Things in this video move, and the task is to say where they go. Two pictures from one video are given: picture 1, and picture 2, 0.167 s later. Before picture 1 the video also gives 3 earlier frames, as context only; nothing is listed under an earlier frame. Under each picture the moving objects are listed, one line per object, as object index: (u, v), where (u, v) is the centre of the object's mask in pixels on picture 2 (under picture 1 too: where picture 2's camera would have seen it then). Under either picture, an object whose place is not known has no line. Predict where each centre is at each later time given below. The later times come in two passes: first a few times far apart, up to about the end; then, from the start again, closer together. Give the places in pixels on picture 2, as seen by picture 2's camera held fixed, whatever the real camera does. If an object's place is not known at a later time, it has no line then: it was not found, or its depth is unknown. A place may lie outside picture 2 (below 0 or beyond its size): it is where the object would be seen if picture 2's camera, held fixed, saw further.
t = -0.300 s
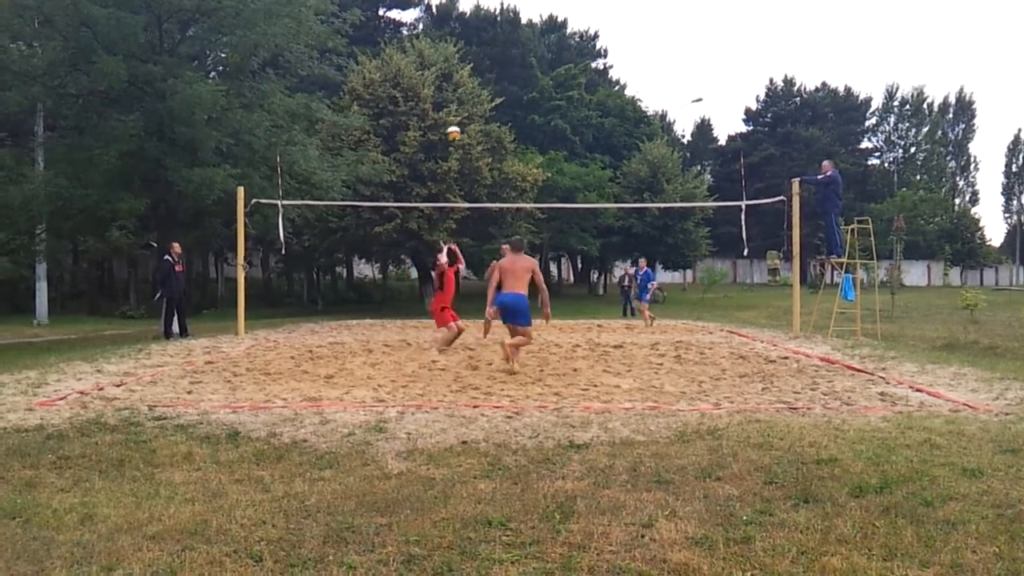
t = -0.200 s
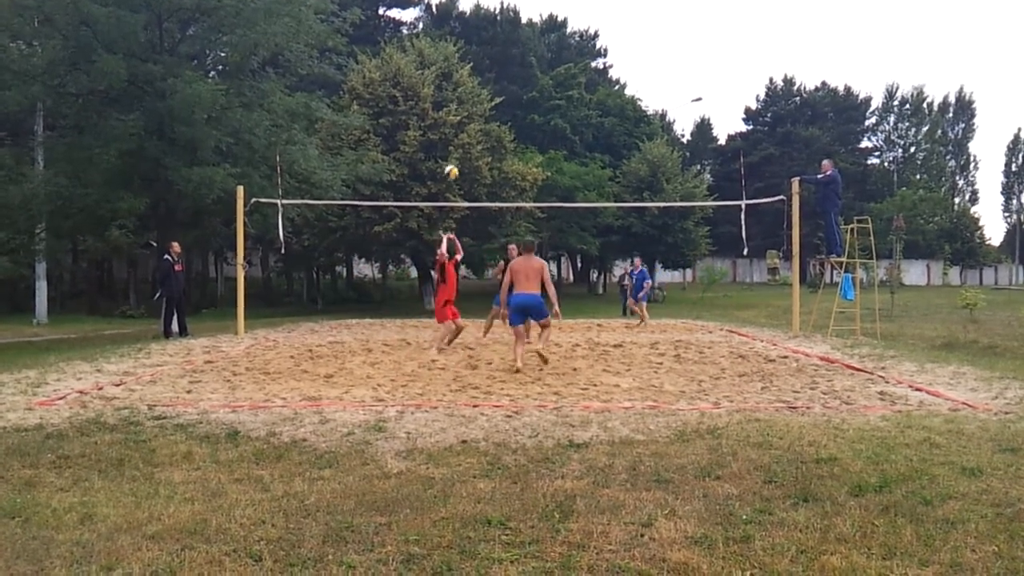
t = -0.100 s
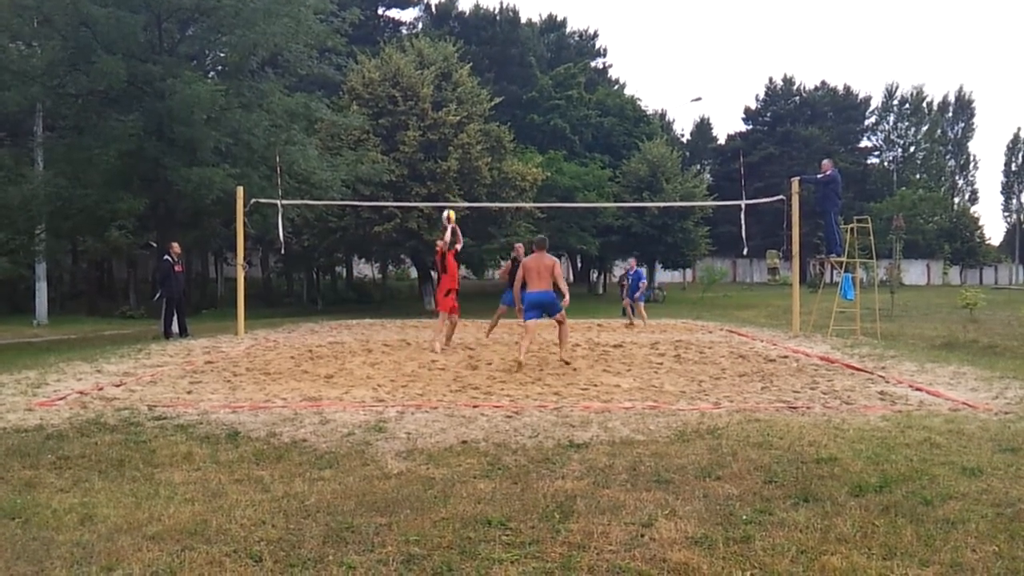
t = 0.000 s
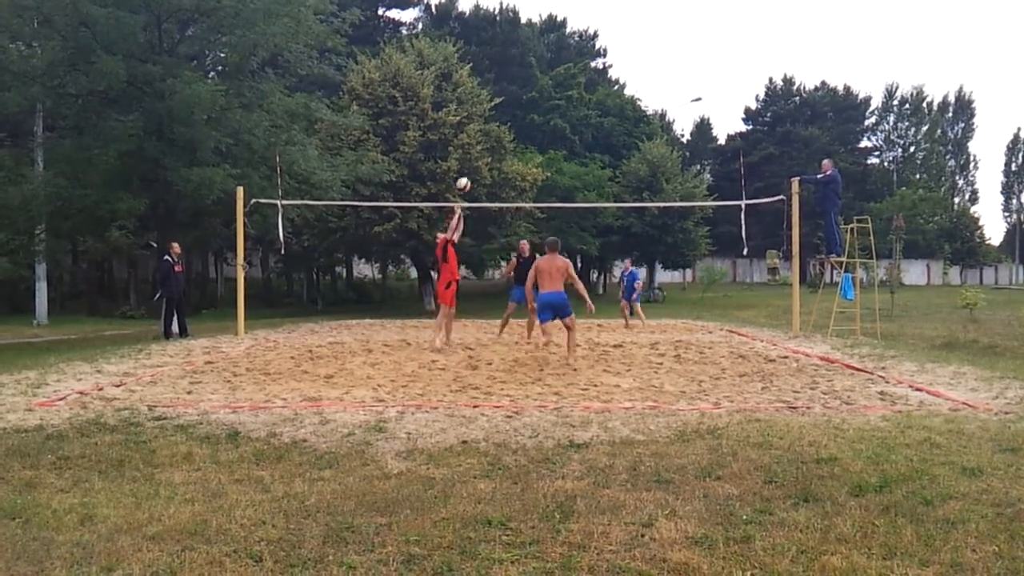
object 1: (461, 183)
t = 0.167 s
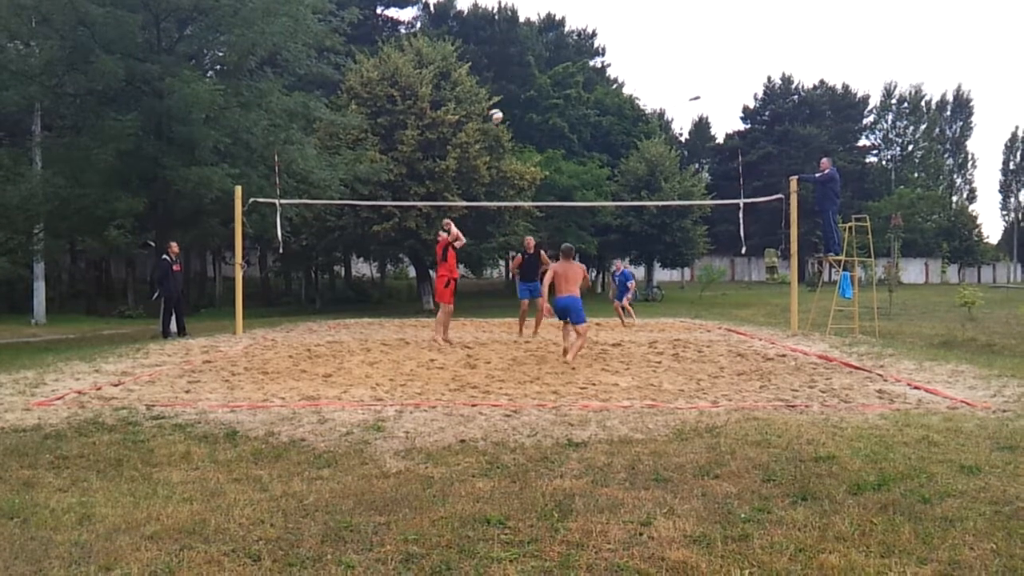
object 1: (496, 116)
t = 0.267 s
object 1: (514, 84)
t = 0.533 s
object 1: (566, 33)
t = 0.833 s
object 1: (617, 34)
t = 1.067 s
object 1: (655, 71)
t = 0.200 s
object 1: (502, 104)
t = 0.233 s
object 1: (508, 94)
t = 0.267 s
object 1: (514, 84)
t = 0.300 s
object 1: (520, 76)
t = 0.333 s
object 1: (527, 67)
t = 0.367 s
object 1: (533, 60)
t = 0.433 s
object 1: (546, 48)
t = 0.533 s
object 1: (566, 33)
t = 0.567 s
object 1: (571, 31)
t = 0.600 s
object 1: (576, 30)
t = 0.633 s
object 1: (582, 27)
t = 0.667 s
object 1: (589, 27)
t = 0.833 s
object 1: (617, 34)
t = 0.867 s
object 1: (623, 37)
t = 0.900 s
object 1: (628, 41)
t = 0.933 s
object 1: (634, 46)
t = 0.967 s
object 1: (639, 51)
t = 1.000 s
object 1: (645, 57)
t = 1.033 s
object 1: (650, 63)
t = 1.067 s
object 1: (655, 71)
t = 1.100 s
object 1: (661, 79)
